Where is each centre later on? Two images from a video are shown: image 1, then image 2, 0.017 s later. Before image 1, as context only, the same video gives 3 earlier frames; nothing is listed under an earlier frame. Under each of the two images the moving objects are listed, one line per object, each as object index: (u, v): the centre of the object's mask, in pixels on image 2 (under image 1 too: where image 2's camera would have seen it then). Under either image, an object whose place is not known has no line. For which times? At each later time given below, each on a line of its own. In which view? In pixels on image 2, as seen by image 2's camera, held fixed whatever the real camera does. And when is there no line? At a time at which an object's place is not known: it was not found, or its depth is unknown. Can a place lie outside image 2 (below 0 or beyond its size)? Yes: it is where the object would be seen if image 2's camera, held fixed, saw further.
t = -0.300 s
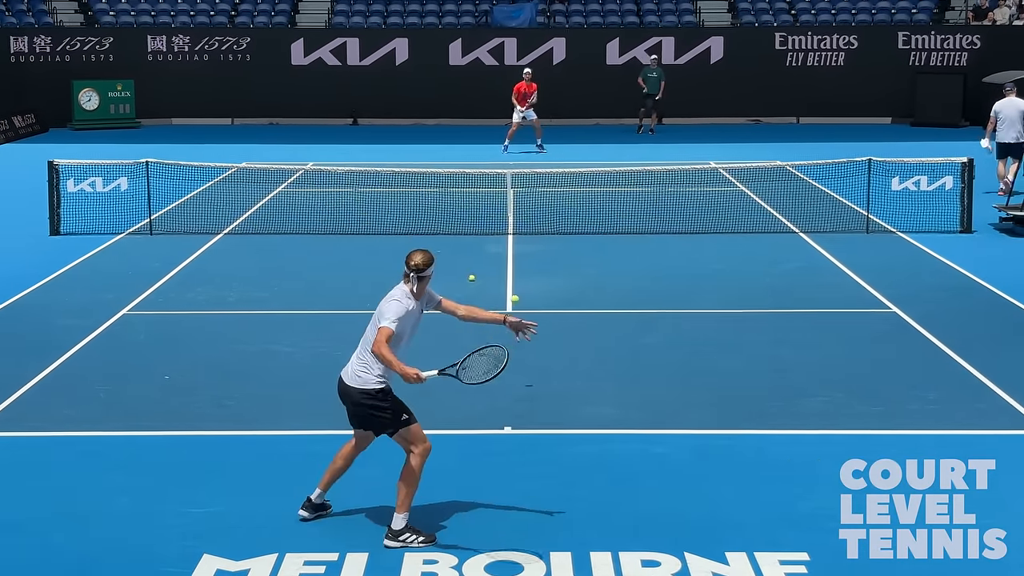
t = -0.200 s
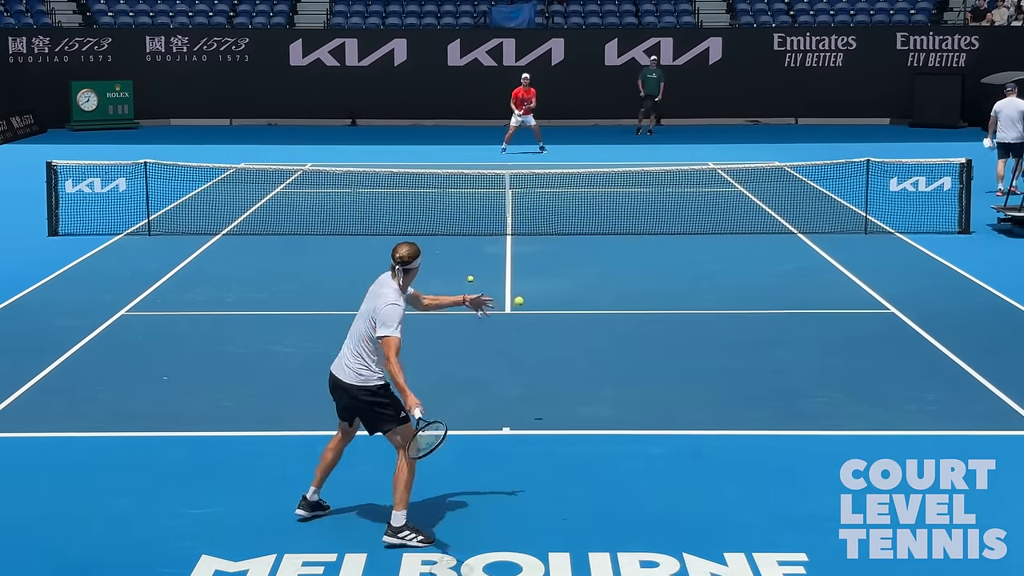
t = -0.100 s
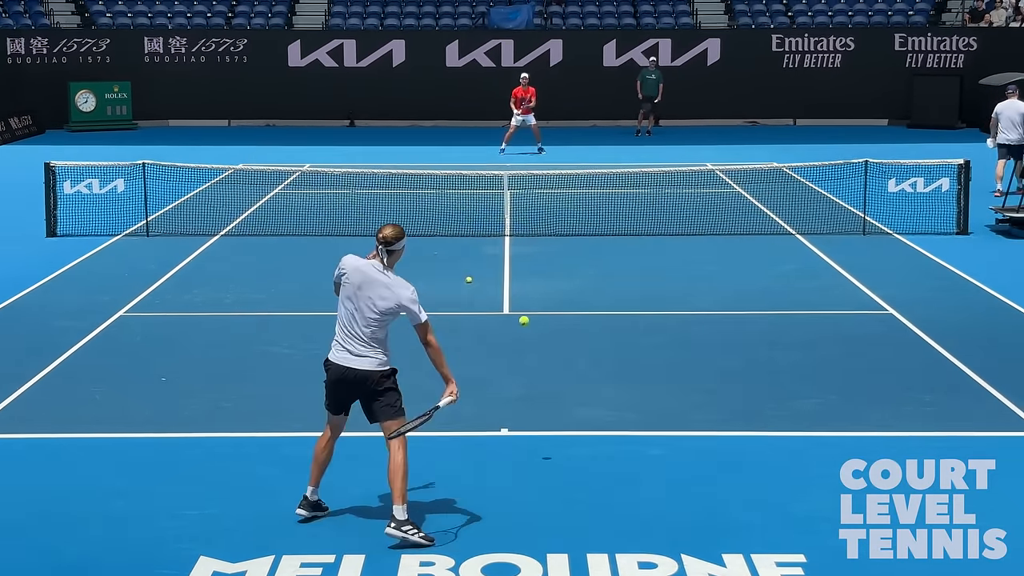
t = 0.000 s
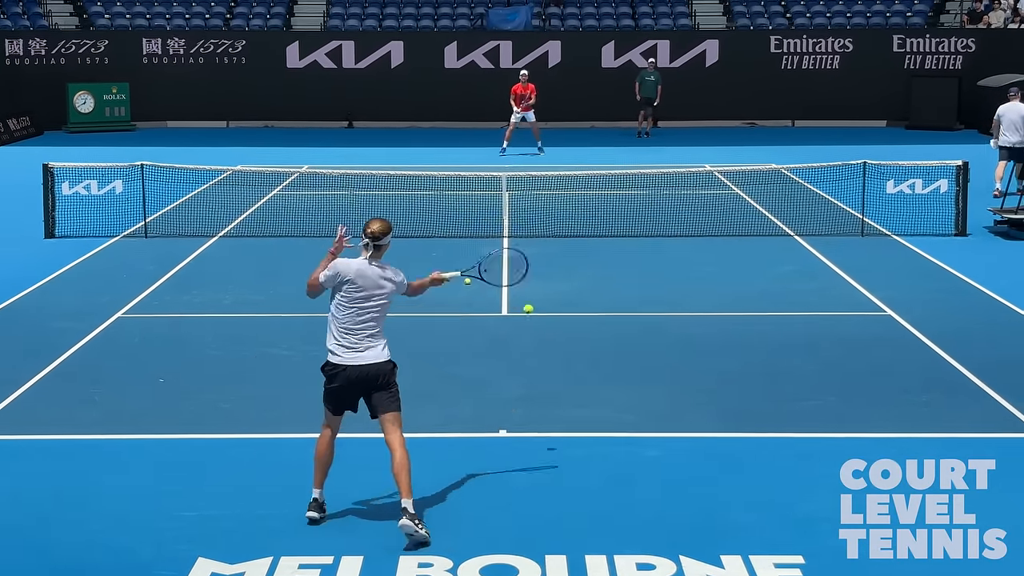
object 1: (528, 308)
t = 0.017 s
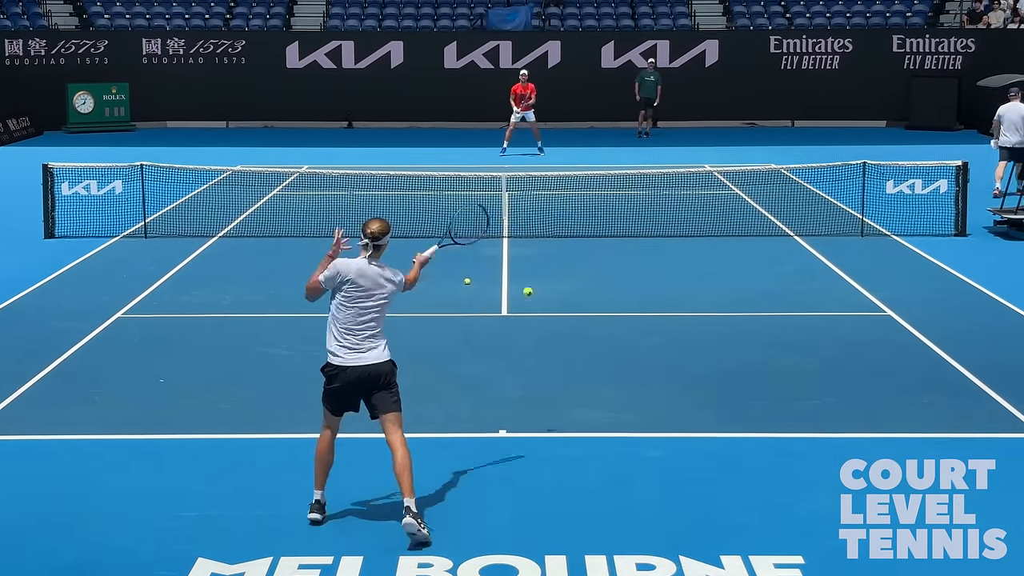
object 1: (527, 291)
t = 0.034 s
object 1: (527, 276)
